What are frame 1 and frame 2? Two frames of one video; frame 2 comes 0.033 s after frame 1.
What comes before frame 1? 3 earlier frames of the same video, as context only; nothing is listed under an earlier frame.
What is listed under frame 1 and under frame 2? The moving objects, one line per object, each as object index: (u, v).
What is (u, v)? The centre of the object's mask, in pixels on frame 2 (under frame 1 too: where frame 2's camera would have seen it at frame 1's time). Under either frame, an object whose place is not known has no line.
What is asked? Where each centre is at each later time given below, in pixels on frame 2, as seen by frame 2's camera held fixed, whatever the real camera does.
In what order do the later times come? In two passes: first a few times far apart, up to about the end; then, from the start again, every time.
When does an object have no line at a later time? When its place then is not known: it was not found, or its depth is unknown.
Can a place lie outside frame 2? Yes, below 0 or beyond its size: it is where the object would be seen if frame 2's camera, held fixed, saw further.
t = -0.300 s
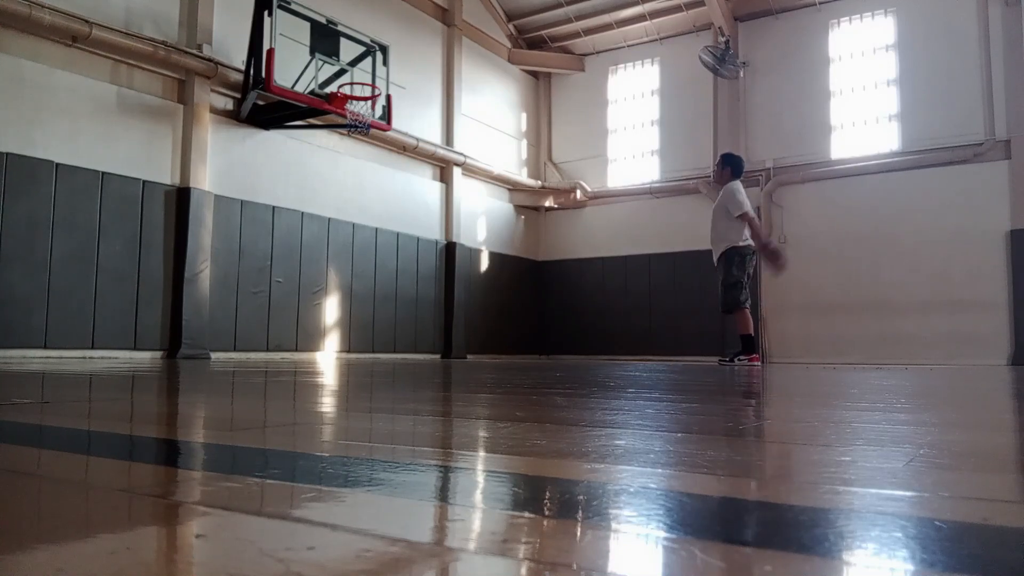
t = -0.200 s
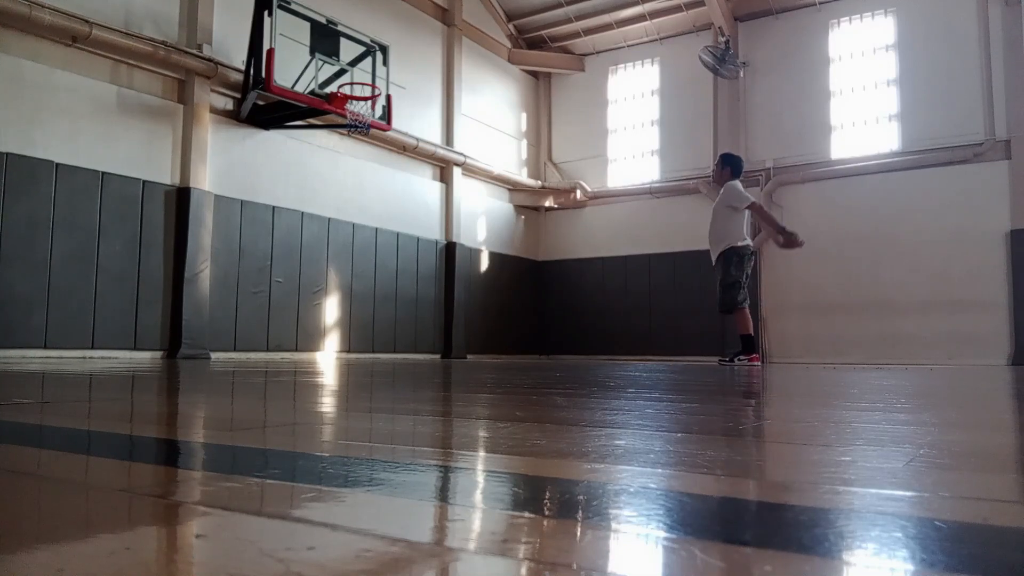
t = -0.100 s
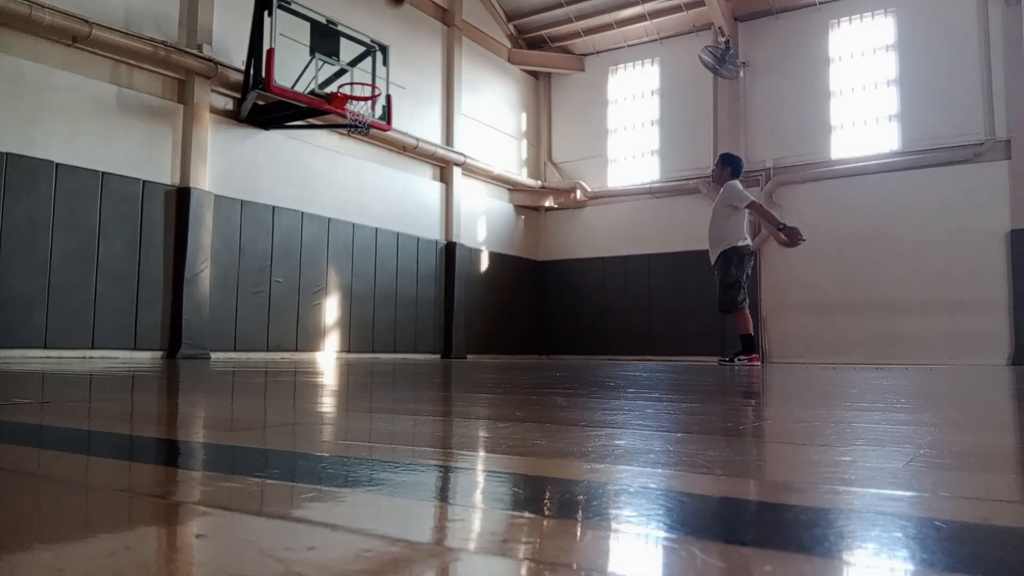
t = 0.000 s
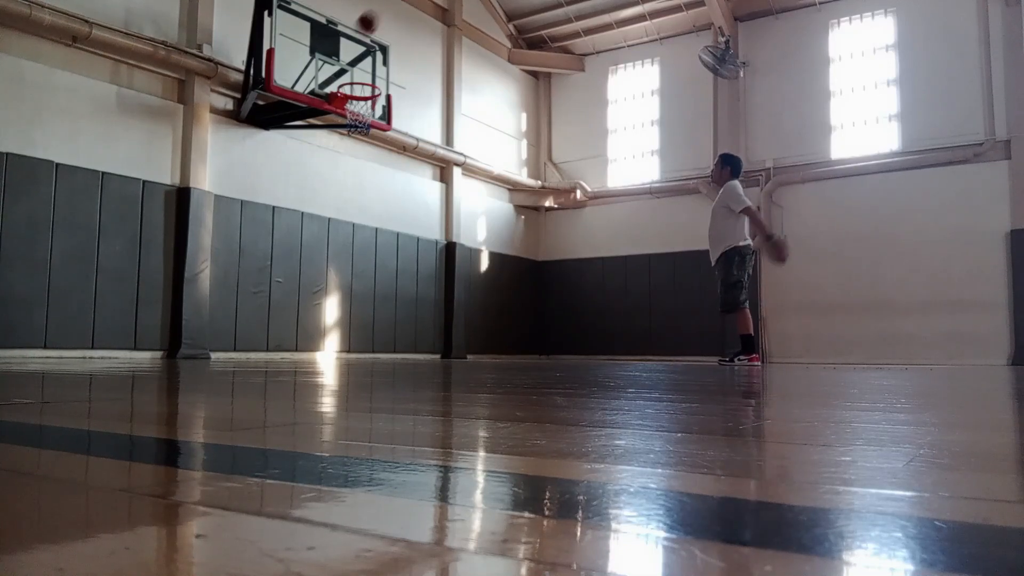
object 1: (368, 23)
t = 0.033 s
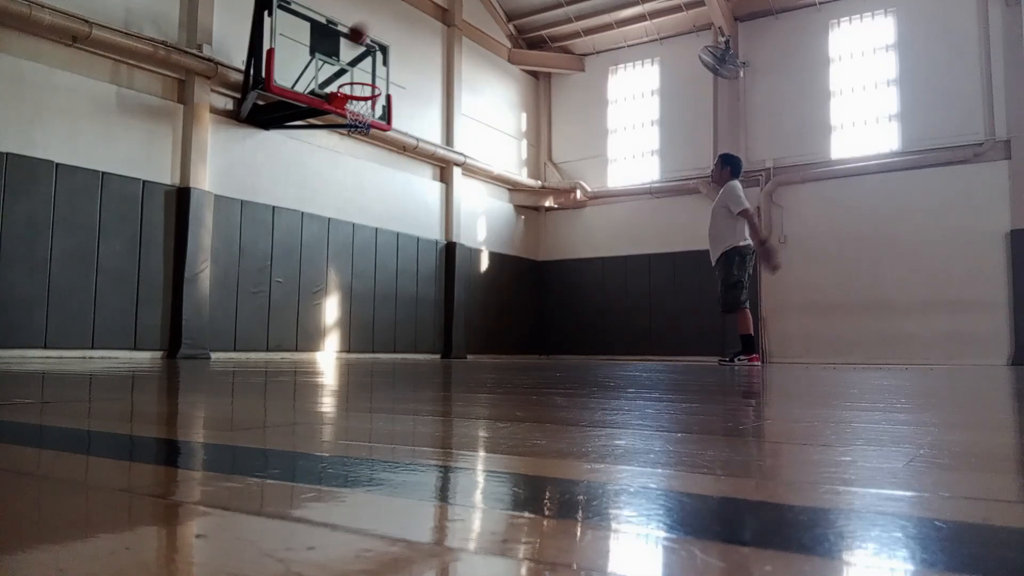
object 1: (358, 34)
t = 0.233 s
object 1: (339, 57)
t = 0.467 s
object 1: (354, 13)
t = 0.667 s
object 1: (368, 12)
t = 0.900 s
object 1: (385, 61)
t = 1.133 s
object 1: (403, 179)
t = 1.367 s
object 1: (424, 325)
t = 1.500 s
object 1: (443, 249)
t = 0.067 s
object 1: (348, 48)
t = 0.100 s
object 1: (339, 61)
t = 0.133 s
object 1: (331, 73)
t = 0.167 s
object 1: (334, 76)
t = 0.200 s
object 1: (337, 68)
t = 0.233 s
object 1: (339, 57)
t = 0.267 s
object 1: (341, 49)
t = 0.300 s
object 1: (344, 41)
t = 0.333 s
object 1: (346, 33)
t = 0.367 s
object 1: (348, 27)
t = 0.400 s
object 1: (350, 21)
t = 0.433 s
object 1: (352, 17)
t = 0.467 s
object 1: (354, 13)
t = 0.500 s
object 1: (356, 11)
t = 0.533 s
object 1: (359, 10)
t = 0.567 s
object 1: (361, 10)
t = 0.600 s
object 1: (363, 10)
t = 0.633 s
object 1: (366, 11)
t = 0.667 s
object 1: (368, 12)
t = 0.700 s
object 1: (370, 15)
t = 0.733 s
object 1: (372, 20)
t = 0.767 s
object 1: (375, 25)
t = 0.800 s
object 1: (377, 33)
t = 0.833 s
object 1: (380, 41)
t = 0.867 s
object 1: (382, 51)
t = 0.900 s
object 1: (385, 61)
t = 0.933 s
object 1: (388, 74)
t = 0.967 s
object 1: (391, 88)
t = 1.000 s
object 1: (392, 103)
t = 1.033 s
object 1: (396, 119)
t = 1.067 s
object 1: (398, 140)
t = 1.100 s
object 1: (401, 158)
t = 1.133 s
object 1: (403, 179)
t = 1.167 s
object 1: (405, 201)
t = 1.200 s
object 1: (407, 224)
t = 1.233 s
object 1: (410, 258)
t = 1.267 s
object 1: (412, 285)
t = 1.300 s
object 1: (415, 317)
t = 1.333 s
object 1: (419, 341)
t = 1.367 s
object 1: (424, 325)
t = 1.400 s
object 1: (428, 307)
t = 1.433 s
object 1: (434, 284)
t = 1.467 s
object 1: (440, 263)
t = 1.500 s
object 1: (443, 249)
